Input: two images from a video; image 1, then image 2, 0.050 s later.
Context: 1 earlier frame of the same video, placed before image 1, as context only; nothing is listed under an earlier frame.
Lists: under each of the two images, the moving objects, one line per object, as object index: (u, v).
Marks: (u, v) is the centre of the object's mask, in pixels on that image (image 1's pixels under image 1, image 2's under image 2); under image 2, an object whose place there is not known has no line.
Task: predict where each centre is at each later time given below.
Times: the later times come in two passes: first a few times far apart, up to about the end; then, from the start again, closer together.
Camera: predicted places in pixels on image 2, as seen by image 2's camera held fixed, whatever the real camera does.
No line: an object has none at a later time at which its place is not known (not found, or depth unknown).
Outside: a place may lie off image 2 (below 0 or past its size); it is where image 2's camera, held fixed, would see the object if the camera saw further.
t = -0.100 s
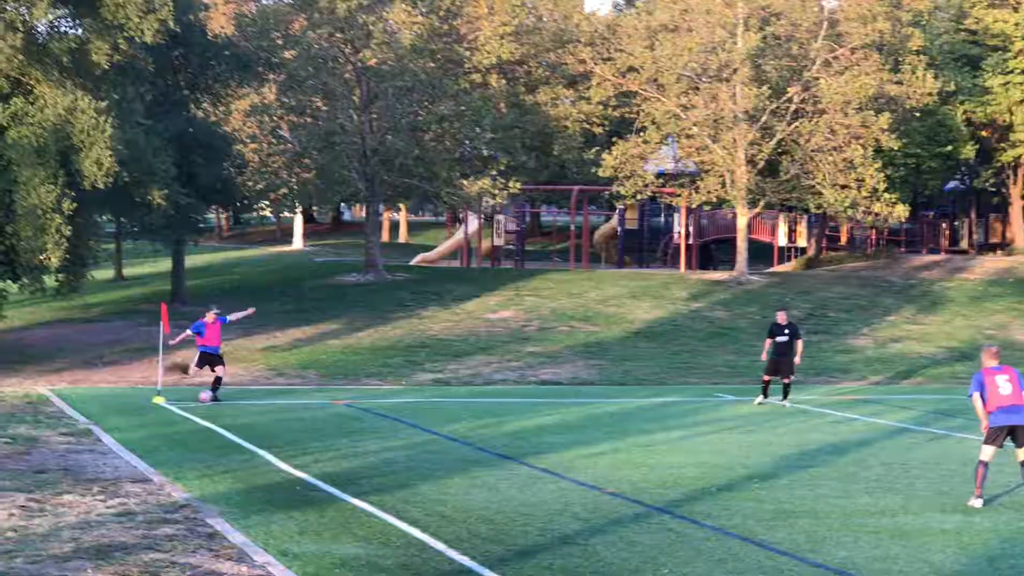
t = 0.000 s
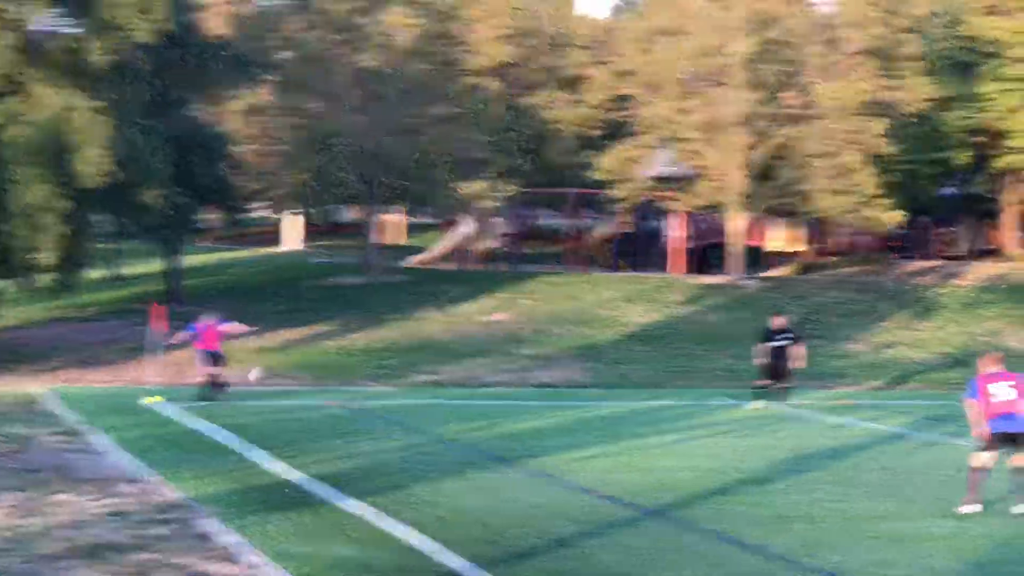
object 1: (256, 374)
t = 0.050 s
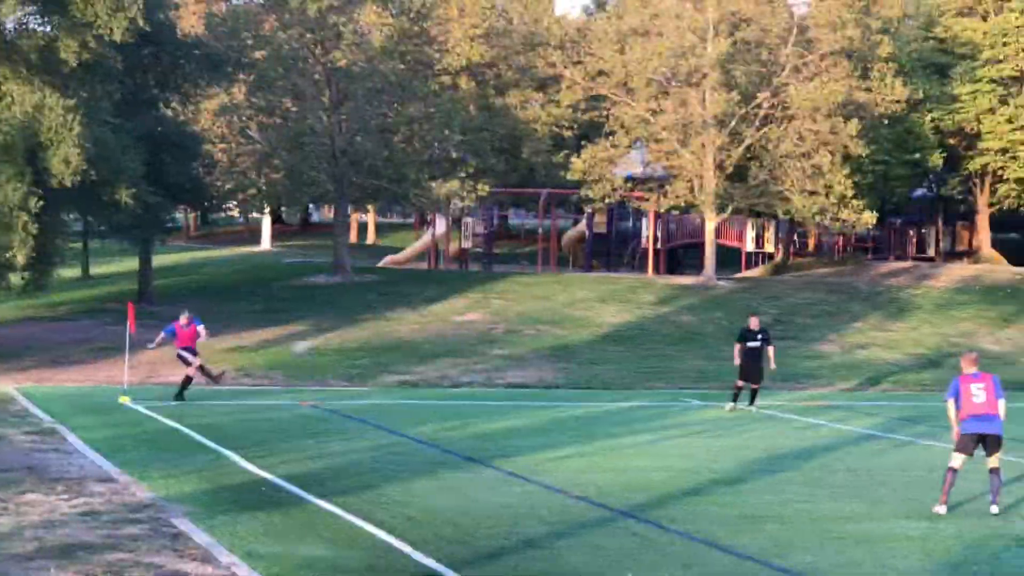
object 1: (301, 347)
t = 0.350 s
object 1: (739, 218)
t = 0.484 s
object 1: (916, 181)
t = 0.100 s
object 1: (381, 320)
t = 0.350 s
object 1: (739, 218)
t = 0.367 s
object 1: (762, 212)
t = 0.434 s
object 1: (852, 193)
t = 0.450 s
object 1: (873, 189)
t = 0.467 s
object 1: (895, 185)
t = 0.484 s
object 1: (916, 181)
